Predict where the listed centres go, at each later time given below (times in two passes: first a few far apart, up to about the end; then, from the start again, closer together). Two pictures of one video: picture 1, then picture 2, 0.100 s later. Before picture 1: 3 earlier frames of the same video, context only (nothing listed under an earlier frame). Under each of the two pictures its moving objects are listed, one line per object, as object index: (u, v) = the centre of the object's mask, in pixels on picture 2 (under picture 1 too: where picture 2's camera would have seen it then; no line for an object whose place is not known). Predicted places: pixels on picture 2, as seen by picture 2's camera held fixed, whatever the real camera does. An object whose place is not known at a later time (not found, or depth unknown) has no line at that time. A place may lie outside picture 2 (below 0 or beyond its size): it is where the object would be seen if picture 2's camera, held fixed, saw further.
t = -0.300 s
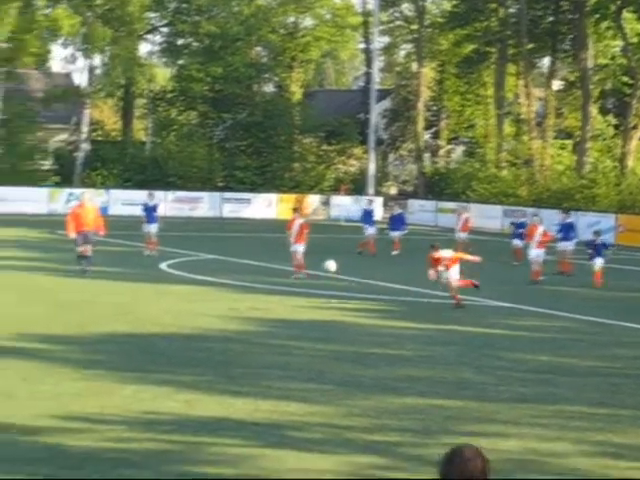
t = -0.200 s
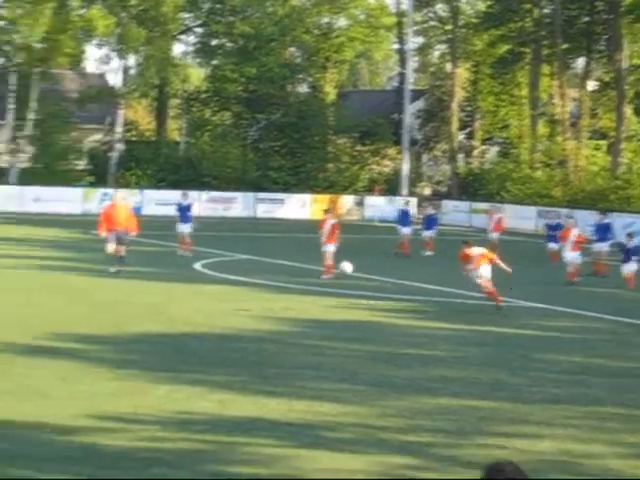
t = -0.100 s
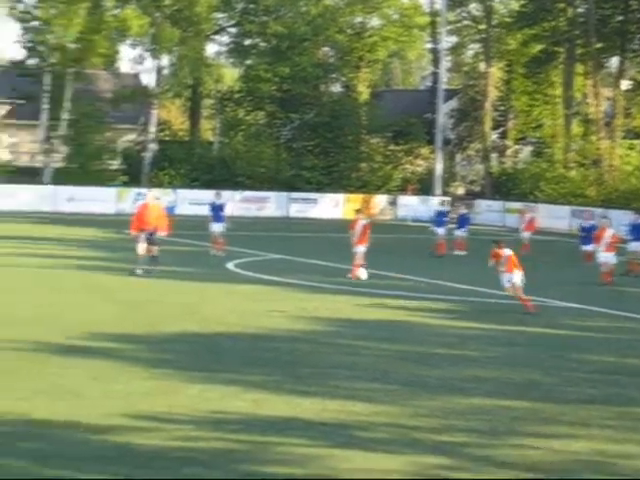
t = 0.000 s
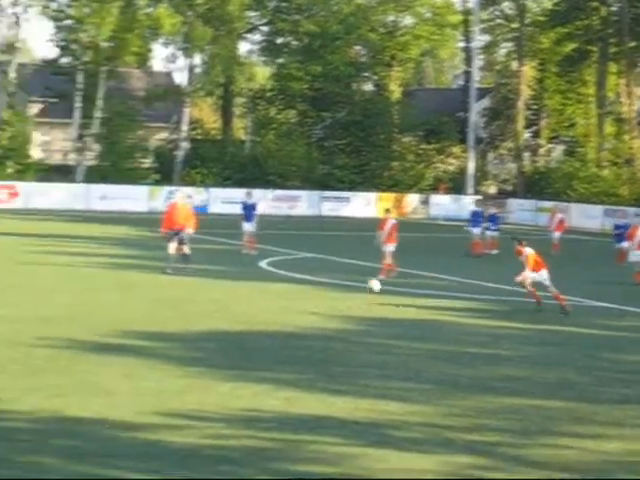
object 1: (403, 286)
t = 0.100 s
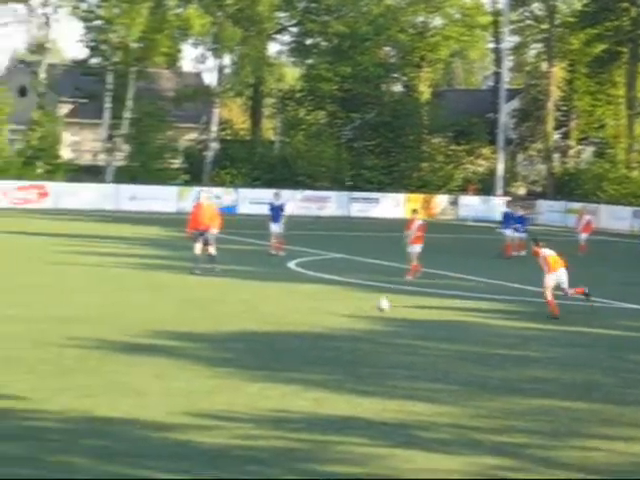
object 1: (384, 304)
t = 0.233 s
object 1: (359, 301)
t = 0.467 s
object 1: (314, 294)
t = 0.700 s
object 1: (266, 316)
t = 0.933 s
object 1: (217, 314)
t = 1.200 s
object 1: (159, 319)
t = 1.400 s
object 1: (116, 321)
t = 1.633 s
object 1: (64, 326)
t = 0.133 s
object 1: (378, 311)
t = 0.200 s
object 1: (365, 304)
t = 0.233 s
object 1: (359, 301)
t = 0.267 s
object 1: (353, 298)
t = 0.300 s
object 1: (347, 296)
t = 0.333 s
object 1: (340, 294)
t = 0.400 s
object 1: (327, 293)
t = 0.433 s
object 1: (321, 293)
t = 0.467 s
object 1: (314, 294)
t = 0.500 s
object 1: (307, 297)
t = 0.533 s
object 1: (301, 300)
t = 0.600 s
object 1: (287, 306)
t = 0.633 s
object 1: (280, 311)
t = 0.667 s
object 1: (273, 316)
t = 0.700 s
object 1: (266, 316)
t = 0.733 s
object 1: (259, 314)
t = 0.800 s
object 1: (245, 311)
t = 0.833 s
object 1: (238, 311)
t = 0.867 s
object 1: (231, 311)
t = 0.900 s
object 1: (224, 312)
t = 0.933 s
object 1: (217, 314)
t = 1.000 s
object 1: (202, 319)
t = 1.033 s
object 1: (195, 321)
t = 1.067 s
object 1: (188, 320)
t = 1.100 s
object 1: (181, 318)
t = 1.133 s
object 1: (174, 318)
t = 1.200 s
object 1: (159, 319)
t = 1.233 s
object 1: (152, 321)
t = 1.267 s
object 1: (144, 323)
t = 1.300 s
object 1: (137, 323)
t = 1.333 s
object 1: (131, 322)
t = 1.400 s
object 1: (116, 321)
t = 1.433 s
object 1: (109, 322)
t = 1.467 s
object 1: (101, 323)
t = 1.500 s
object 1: (94, 325)
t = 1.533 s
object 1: (87, 327)
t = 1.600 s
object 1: (71, 326)
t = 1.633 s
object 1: (64, 326)
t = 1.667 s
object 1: (57, 327)
